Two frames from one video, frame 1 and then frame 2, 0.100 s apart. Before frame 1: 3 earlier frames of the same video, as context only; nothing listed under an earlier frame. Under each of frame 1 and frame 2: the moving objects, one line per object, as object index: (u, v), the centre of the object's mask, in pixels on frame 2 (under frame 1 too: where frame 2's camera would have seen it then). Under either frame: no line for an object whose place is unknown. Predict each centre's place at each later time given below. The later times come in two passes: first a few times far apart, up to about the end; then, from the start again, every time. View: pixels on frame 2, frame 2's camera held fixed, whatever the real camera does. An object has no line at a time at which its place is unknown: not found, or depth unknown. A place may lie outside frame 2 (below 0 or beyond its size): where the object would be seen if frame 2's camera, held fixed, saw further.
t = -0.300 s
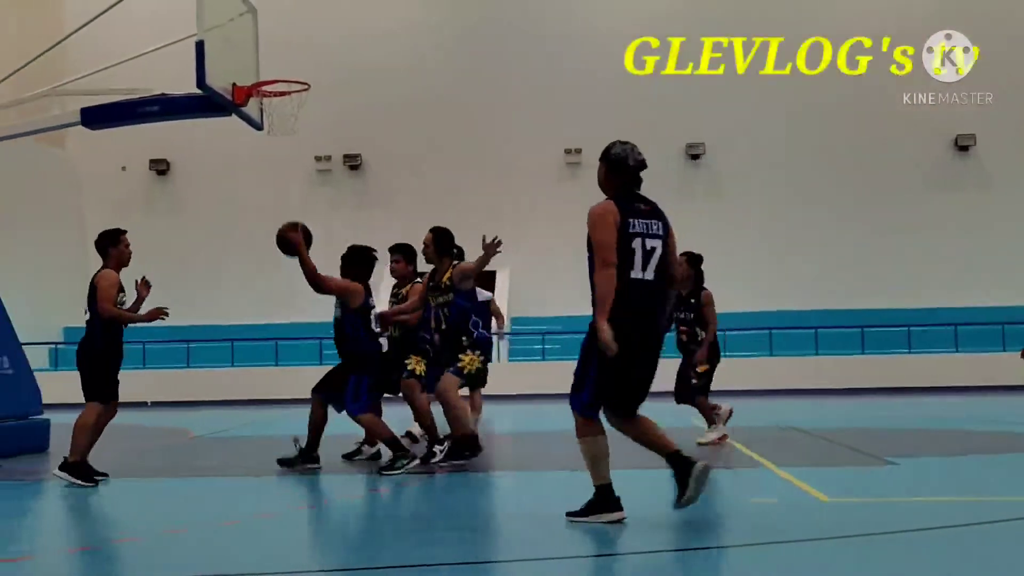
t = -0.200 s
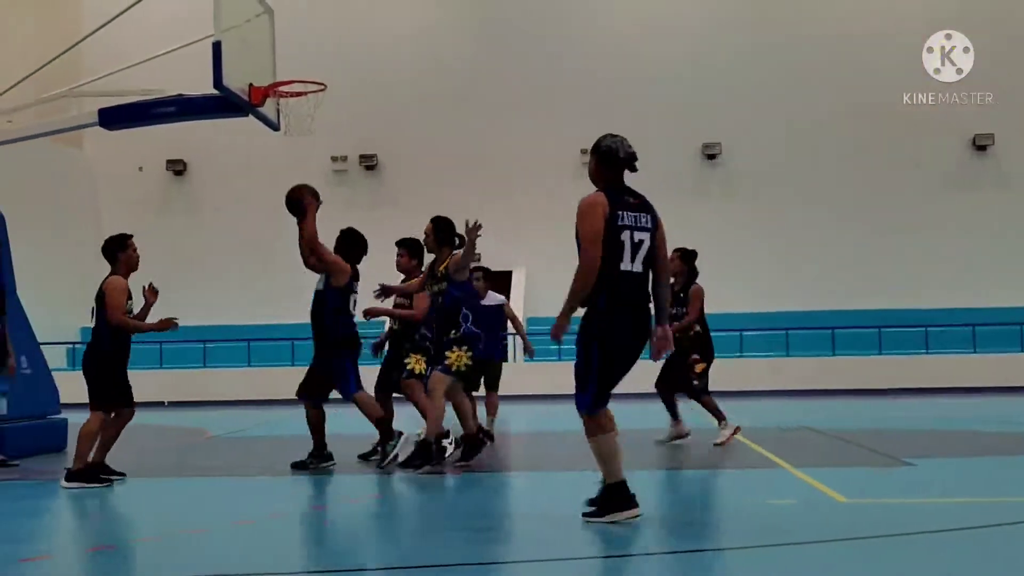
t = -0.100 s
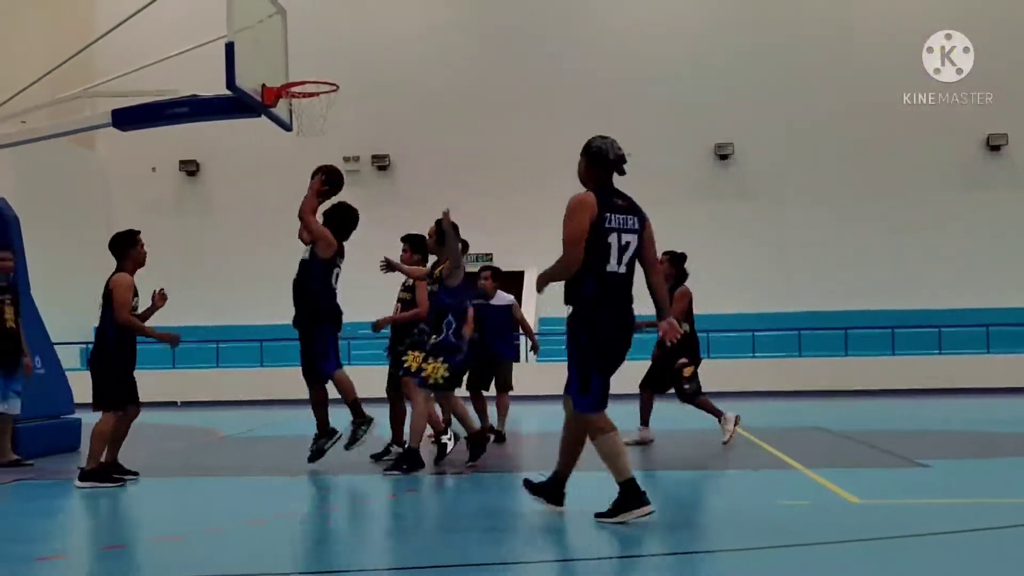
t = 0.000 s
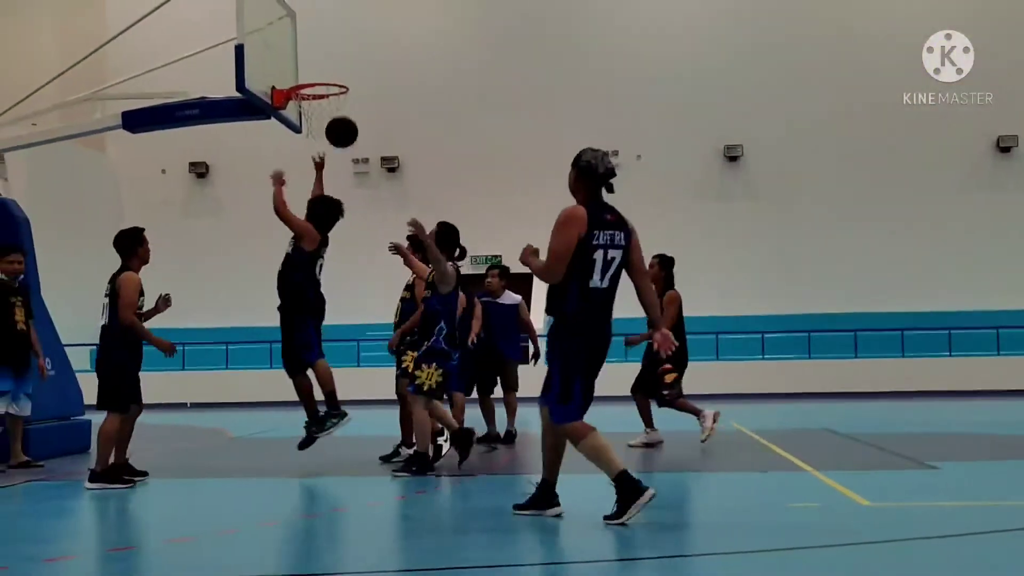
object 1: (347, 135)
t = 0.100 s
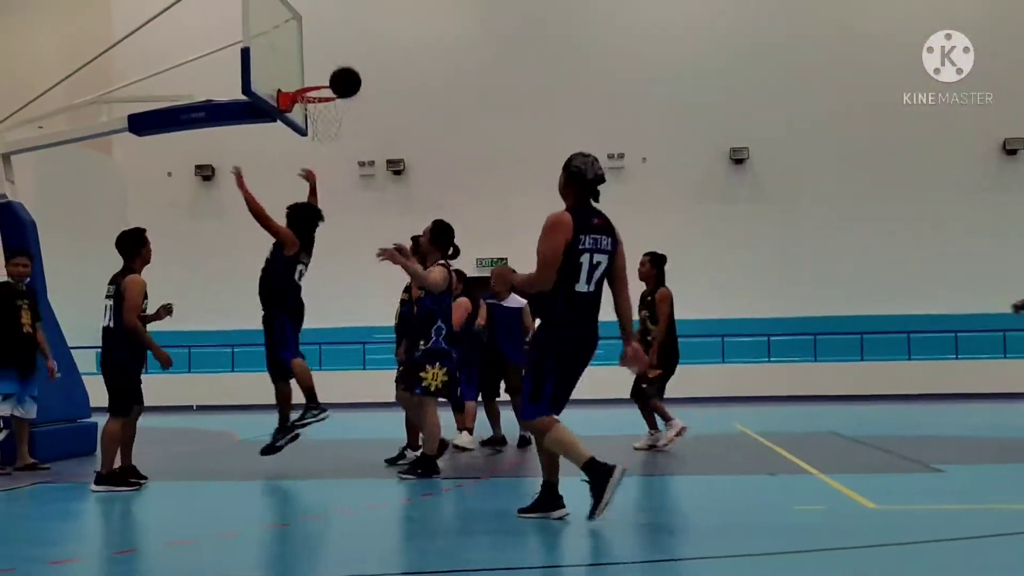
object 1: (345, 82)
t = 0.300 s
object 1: (343, 20)
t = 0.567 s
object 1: (342, 18)
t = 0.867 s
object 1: (335, 104)
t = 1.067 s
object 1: (312, 123)
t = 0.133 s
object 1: (345, 68)
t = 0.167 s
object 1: (345, 56)
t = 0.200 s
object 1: (344, 44)
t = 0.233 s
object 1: (344, 35)
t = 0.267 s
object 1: (343, 26)
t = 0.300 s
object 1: (343, 20)
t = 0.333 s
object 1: (342, 15)
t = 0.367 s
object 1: (342, 12)
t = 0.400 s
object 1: (342, 9)
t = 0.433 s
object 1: (342, 9)
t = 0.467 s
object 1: (342, 9)
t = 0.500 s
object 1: (342, 11)
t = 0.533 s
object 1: (342, 14)
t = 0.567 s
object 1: (342, 18)
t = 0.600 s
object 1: (341, 24)
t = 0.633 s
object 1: (341, 31)
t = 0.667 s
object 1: (341, 39)
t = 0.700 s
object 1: (341, 48)
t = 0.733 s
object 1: (341, 58)
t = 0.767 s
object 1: (341, 70)
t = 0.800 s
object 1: (341, 83)
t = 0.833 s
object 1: (339, 95)
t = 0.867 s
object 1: (335, 104)
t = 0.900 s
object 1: (332, 113)
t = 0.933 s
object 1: (327, 120)
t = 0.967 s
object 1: (323, 122)
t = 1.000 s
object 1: (318, 122)
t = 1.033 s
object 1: (315, 122)
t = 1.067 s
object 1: (312, 123)
